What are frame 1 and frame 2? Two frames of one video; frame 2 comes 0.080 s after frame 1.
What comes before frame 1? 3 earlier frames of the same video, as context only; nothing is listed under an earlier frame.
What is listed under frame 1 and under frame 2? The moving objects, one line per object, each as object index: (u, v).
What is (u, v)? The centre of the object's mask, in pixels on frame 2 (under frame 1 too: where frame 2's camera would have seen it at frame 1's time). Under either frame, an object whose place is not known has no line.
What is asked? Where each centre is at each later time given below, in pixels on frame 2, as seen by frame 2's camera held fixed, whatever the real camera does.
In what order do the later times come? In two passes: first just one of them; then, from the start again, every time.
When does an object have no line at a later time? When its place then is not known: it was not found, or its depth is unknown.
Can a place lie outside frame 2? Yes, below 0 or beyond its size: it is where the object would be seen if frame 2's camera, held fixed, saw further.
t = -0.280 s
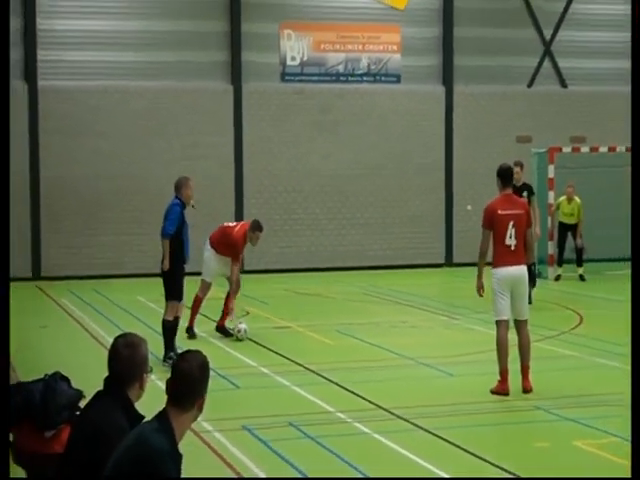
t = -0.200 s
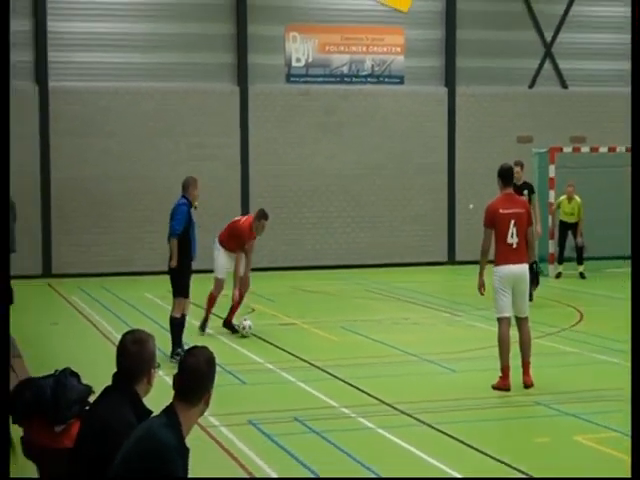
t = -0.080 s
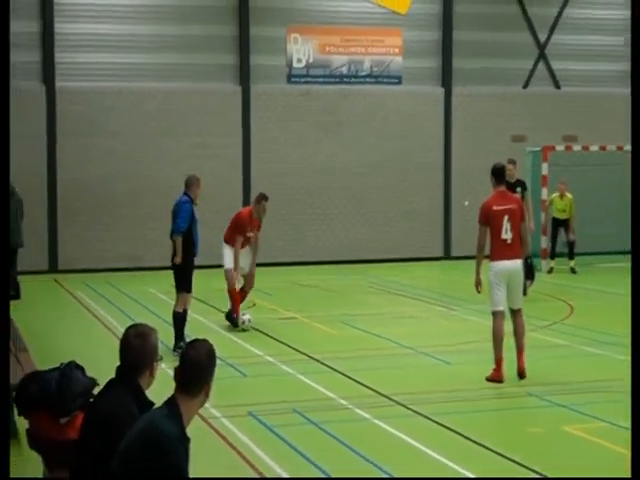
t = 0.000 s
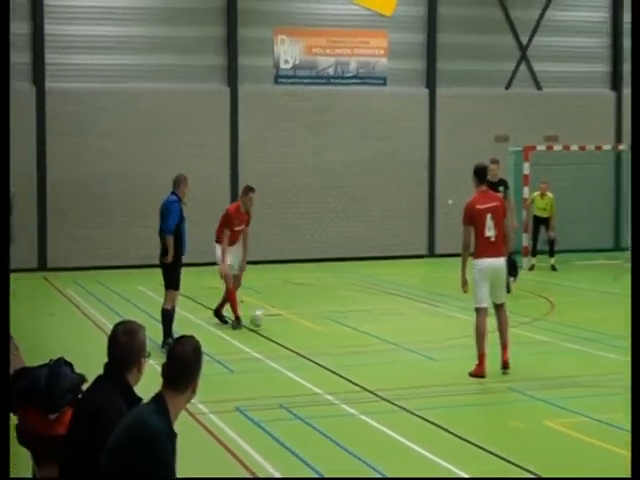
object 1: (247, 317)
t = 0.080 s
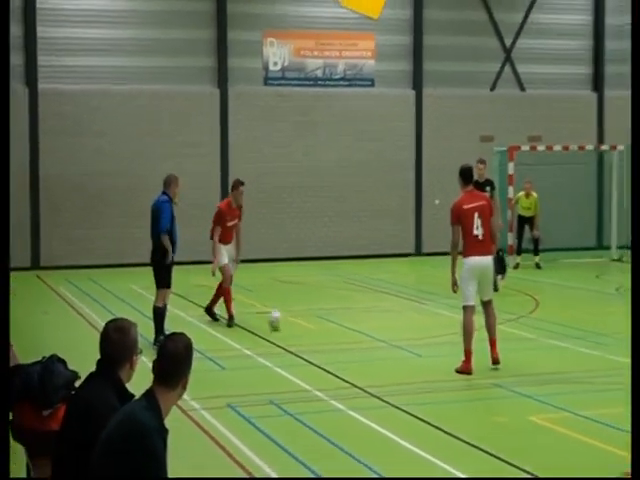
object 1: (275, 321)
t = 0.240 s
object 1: (328, 325)
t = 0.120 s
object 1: (288, 322)
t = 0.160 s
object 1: (301, 323)
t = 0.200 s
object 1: (315, 325)
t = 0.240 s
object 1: (328, 325)
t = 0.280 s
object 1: (341, 327)
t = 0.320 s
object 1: (352, 328)
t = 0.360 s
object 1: (363, 330)
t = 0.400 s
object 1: (376, 331)
